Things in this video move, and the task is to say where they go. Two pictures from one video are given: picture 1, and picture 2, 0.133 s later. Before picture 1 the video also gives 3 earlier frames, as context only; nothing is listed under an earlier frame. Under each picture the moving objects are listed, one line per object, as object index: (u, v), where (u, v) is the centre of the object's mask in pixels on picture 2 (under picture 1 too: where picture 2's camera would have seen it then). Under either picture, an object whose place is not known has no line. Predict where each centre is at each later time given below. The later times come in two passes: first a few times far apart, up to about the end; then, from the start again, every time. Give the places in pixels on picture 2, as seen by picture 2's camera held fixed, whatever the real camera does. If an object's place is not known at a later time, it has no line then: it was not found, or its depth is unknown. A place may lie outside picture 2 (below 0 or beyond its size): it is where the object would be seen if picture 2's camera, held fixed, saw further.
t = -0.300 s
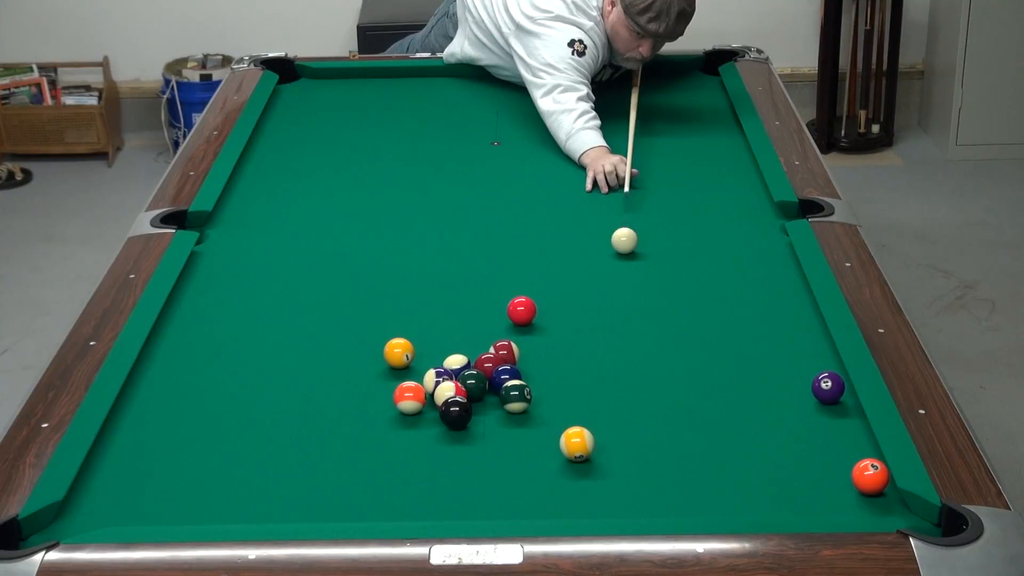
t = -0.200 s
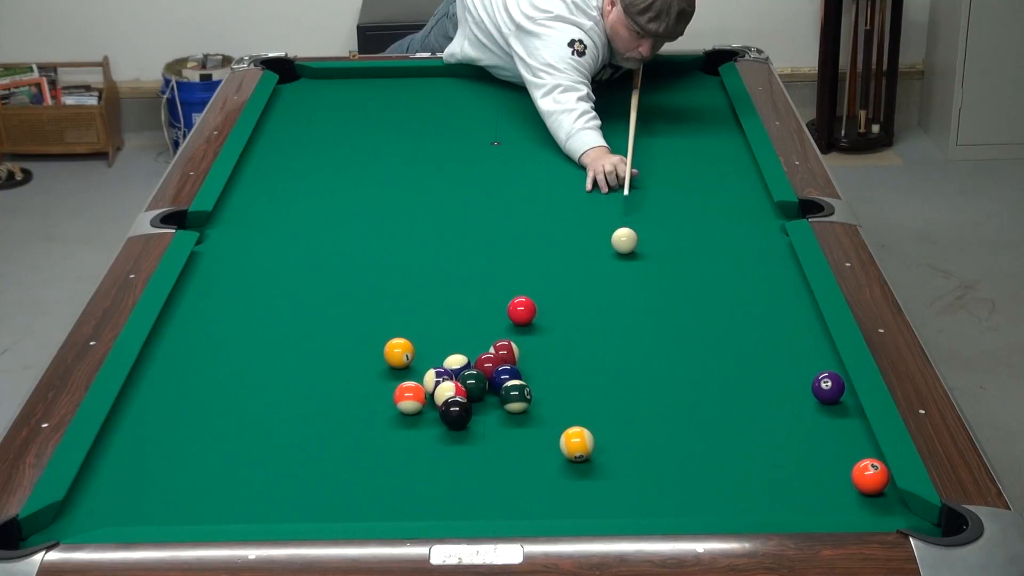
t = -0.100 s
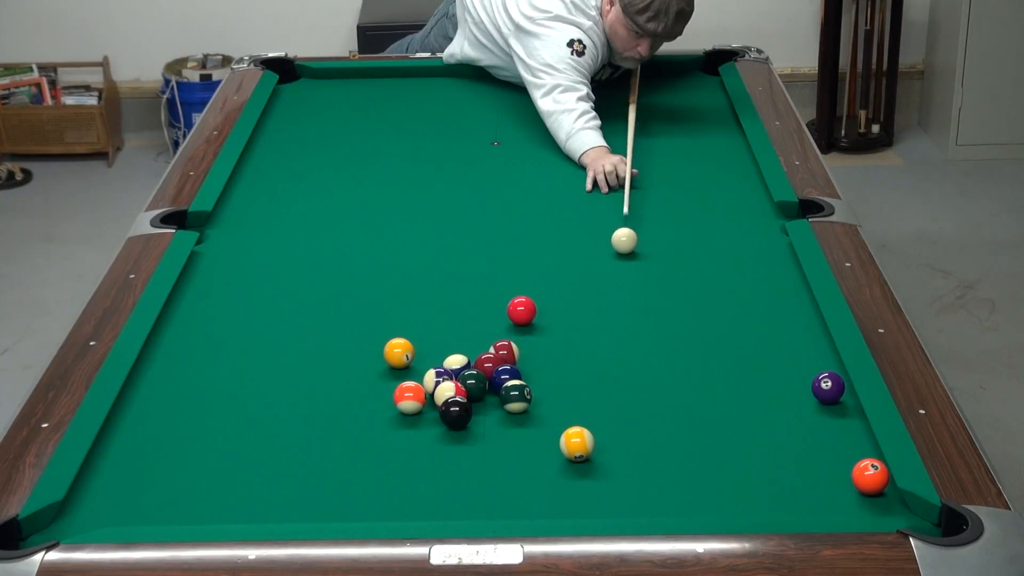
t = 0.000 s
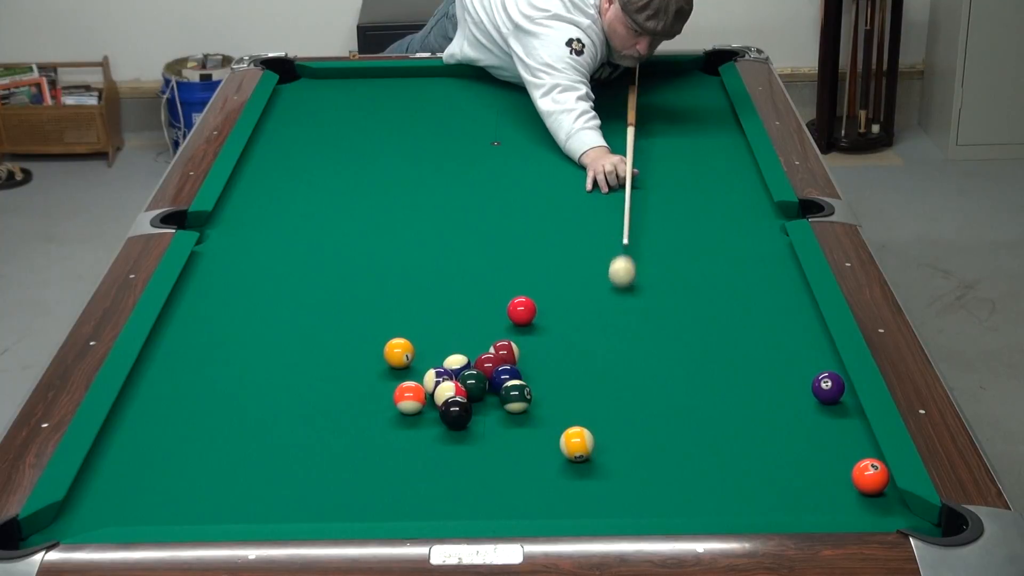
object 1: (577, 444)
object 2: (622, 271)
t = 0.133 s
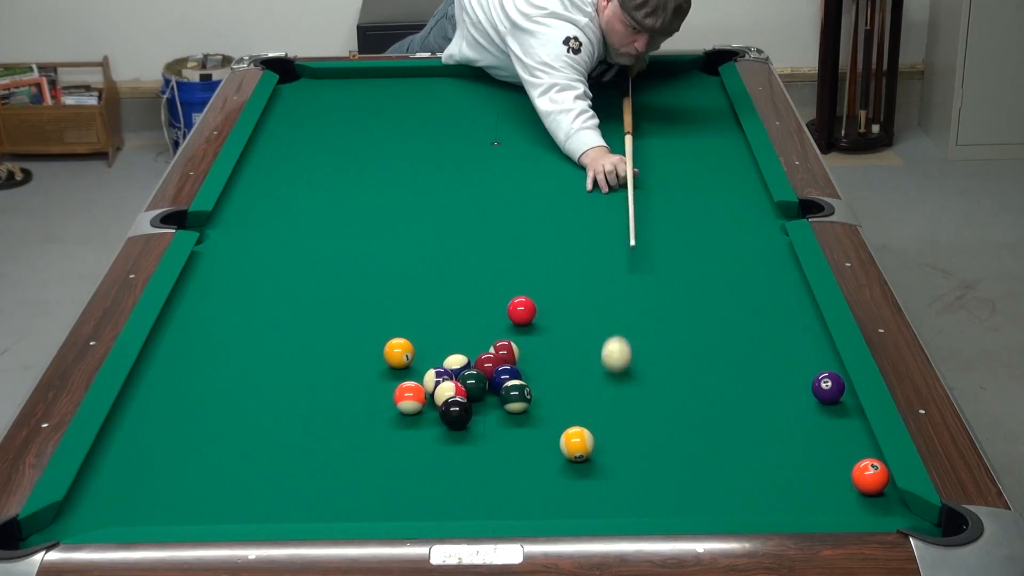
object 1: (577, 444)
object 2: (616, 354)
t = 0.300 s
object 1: (561, 446)
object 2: (625, 470)
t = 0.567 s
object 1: (490, 456)
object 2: (662, 420)
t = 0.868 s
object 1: (414, 468)
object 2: (687, 330)
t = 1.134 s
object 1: (349, 478)
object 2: (705, 267)
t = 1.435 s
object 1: (280, 489)
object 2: (722, 210)
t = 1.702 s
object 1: (221, 498)
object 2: (735, 167)
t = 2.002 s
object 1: (157, 508)
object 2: (722, 129)
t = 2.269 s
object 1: (103, 514)
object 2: (699, 102)
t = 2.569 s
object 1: (45, 527)
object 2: (677, 75)
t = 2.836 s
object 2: (663, 75)
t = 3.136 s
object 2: (651, 88)
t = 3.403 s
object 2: (640, 100)
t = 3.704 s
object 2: (628, 113)
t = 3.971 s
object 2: (617, 125)
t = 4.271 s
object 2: (606, 137)
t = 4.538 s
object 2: (596, 148)
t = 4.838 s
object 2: (585, 160)
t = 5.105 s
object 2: (576, 170)
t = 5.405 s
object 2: (566, 181)
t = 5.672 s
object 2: (559, 190)
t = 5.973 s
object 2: (551, 200)
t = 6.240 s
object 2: (544, 207)
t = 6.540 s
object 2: (537, 215)
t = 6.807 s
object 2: (531, 221)
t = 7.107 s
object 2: (526, 226)
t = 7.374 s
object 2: (523, 230)
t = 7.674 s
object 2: (520, 234)
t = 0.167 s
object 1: (577, 444)
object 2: (615, 376)
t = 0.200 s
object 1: (577, 444)
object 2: (613, 399)
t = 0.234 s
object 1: (577, 444)
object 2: (612, 422)
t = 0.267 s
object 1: (573, 444)
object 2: (614, 446)
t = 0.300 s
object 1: (561, 446)
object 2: (625, 470)
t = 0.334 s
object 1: (551, 448)
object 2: (634, 495)
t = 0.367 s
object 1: (542, 449)
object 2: (643, 507)
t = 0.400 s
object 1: (534, 450)
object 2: (646, 494)
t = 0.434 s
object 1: (525, 451)
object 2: (650, 477)
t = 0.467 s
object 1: (516, 453)
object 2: (653, 461)
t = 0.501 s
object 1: (507, 454)
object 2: (656, 446)
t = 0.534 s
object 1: (499, 455)
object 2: (659, 432)
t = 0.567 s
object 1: (490, 456)
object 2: (662, 420)
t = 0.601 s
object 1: (482, 458)
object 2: (665, 408)
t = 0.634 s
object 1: (473, 459)
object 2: (668, 397)
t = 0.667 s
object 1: (465, 460)
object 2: (671, 387)
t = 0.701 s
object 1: (456, 462)
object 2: (674, 377)
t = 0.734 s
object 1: (448, 463)
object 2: (677, 367)
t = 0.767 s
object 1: (440, 464)
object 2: (679, 358)
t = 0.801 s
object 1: (431, 466)
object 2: (682, 348)
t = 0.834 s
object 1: (423, 467)
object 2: (685, 339)
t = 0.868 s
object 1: (414, 468)
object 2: (687, 330)
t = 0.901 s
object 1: (406, 469)
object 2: (689, 322)
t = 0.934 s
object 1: (398, 471)
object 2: (692, 314)
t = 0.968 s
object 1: (390, 472)
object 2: (694, 305)
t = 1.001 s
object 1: (382, 473)
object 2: (697, 297)
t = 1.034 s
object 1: (374, 474)
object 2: (699, 289)
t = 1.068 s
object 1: (365, 475)
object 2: (701, 282)
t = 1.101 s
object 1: (357, 477)
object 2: (703, 275)
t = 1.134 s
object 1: (349, 478)
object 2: (705, 267)
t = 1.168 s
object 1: (342, 479)
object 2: (707, 260)
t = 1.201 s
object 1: (334, 480)
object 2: (709, 253)
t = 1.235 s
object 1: (326, 482)
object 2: (711, 247)
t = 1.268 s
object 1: (318, 483)
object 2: (713, 240)
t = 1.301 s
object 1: (310, 484)
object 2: (715, 234)
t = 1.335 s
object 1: (303, 486)
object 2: (717, 227)
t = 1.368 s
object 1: (295, 486)
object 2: (719, 221)
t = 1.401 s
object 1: (287, 488)
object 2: (720, 215)
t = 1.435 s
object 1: (280, 489)
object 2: (722, 210)
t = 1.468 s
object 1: (272, 490)
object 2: (724, 204)
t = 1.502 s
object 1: (265, 491)
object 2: (725, 198)
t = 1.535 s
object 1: (257, 493)
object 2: (727, 193)
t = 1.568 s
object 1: (250, 494)
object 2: (729, 188)
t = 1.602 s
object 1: (242, 495)
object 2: (730, 182)
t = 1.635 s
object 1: (235, 496)
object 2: (732, 177)
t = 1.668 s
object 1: (227, 497)
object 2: (734, 172)
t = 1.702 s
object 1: (221, 498)
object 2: (735, 167)
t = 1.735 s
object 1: (213, 500)
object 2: (737, 162)
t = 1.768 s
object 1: (206, 501)
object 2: (738, 157)
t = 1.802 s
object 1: (199, 502)
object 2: (739, 153)
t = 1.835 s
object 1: (192, 503)
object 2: (738, 148)
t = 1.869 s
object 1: (185, 504)
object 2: (735, 144)
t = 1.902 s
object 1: (178, 505)
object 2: (731, 141)
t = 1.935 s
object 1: (171, 506)
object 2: (728, 137)
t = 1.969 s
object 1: (164, 507)
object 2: (725, 133)
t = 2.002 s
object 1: (157, 508)
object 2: (722, 129)
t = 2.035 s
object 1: (150, 508)
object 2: (719, 126)
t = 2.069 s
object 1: (143, 509)
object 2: (716, 122)
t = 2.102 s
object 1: (136, 510)
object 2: (713, 119)
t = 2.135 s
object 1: (129, 511)
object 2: (710, 115)
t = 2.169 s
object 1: (123, 512)
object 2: (707, 112)
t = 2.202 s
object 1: (116, 512)
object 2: (705, 108)
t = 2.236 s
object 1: (109, 513)
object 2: (702, 105)
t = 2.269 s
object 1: (103, 514)
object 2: (699, 102)
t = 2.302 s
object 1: (96, 515)
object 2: (697, 99)
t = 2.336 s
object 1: (90, 517)
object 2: (694, 96)
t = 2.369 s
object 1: (83, 518)
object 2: (691, 93)
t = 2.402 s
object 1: (77, 519)
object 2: (689, 89)
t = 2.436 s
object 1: (71, 520)
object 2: (686, 87)
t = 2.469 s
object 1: (65, 522)
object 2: (684, 83)
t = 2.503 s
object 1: (59, 523)
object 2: (681, 81)
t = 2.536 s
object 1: (52, 524)
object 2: (679, 78)
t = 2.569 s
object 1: (45, 527)
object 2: (677, 75)
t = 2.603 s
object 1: (38, 533)
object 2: (675, 72)
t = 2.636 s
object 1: (30, 540)
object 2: (672, 69)
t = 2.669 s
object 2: (670, 67)
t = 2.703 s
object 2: (669, 68)
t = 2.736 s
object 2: (668, 70)
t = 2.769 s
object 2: (666, 72)
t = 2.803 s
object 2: (665, 73)
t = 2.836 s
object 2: (663, 75)
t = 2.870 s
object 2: (662, 76)
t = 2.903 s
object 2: (661, 78)
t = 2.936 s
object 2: (659, 79)
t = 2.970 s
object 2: (658, 81)
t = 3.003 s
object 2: (656, 82)
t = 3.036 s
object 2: (655, 84)
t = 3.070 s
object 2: (654, 85)
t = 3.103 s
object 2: (652, 87)
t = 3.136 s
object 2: (651, 88)
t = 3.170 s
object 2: (650, 90)
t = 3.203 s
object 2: (648, 91)
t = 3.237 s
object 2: (647, 93)
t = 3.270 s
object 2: (645, 94)
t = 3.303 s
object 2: (644, 96)
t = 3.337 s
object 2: (643, 97)
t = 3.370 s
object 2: (641, 99)
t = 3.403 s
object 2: (640, 100)
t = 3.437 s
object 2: (639, 102)
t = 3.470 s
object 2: (637, 103)
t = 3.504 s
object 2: (636, 105)
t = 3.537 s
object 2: (634, 106)
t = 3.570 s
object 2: (633, 108)
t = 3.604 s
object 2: (632, 109)
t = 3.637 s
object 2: (630, 110)
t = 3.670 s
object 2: (629, 112)
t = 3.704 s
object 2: (628, 113)
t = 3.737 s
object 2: (626, 115)
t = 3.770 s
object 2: (625, 116)
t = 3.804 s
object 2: (624, 118)
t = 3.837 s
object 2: (622, 119)
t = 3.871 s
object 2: (621, 121)
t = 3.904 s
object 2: (620, 122)
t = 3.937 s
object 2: (619, 123)
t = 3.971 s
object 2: (617, 125)
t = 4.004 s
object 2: (616, 126)
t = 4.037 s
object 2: (615, 128)
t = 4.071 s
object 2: (613, 129)
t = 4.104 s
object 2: (612, 131)
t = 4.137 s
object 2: (611, 132)
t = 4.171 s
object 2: (610, 133)
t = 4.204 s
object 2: (608, 135)
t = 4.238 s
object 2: (607, 136)
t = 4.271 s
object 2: (606, 137)
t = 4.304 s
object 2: (604, 139)
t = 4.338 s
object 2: (603, 140)
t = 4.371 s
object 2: (602, 142)
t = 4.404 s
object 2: (601, 143)
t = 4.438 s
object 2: (599, 144)
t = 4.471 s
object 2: (598, 146)
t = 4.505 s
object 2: (597, 147)
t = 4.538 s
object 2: (596, 148)
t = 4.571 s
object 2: (594, 150)
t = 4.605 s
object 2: (593, 151)
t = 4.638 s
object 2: (592, 152)
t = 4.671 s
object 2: (591, 154)
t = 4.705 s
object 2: (589, 155)
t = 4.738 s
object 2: (588, 156)
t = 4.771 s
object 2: (587, 158)
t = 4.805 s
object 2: (586, 159)
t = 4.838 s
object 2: (585, 160)
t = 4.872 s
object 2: (584, 162)
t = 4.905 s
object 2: (582, 163)
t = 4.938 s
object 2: (581, 164)
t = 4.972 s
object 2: (580, 165)
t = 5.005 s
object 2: (579, 167)
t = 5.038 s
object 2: (578, 168)
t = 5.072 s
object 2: (577, 169)
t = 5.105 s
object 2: (576, 170)
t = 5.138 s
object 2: (575, 172)
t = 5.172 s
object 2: (574, 173)
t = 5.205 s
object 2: (573, 174)
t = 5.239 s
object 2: (572, 175)
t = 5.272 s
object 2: (570, 176)
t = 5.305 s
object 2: (569, 178)
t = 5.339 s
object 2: (568, 179)
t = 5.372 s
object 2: (567, 180)
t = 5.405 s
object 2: (566, 181)
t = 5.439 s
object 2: (565, 182)
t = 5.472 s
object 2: (564, 183)
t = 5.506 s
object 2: (563, 185)
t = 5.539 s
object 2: (562, 186)
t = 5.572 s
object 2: (561, 187)
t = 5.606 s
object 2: (561, 188)
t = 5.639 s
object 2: (560, 189)
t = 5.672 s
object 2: (559, 190)
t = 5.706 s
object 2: (558, 191)
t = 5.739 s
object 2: (557, 192)
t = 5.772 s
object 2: (556, 193)
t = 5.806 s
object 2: (555, 194)
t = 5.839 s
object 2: (554, 195)
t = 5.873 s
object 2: (553, 197)
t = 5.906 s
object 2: (552, 197)
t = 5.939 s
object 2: (552, 198)
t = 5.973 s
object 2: (551, 200)
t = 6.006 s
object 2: (550, 201)
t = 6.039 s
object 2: (549, 201)
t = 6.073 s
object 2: (548, 203)
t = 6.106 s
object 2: (547, 203)
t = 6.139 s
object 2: (547, 204)
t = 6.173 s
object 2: (546, 205)
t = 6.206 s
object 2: (545, 206)
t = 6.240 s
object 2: (544, 207)
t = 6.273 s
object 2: (543, 208)
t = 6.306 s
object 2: (542, 209)
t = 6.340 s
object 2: (541, 210)
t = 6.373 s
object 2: (541, 211)
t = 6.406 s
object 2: (540, 211)
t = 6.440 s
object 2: (539, 212)
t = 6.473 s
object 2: (538, 213)
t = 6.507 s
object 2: (537, 214)
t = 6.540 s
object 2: (537, 215)
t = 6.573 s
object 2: (536, 215)
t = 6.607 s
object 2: (535, 216)
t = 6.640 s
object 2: (535, 217)
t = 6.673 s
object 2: (534, 218)
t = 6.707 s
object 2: (533, 218)
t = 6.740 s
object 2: (533, 219)
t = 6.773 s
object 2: (532, 220)
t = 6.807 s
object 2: (531, 221)
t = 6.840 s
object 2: (531, 221)
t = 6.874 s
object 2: (530, 222)
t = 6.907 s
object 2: (529, 223)
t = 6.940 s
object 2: (529, 223)
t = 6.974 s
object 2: (528, 224)
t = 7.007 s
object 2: (528, 225)
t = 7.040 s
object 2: (527, 225)
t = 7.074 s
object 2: (527, 226)
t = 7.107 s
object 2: (526, 226)
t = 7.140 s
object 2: (526, 227)
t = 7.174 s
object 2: (525, 227)
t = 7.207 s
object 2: (525, 228)
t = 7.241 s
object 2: (525, 229)
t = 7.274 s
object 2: (524, 229)
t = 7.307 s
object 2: (524, 230)
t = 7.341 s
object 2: (523, 230)
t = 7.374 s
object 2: (523, 230)
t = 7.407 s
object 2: (523, 231)
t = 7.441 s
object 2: (522, 231)
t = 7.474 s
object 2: (522, 232)
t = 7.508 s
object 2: (522, 232)
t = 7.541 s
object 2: (521, 232)
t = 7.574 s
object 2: (521, 233)
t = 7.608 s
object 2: (521, 233)
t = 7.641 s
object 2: (520, 233)
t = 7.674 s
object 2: (520, 234)
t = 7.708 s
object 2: (519, 234)
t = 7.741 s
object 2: (519, 235)
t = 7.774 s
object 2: (519, 235)
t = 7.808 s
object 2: (519, 235)
